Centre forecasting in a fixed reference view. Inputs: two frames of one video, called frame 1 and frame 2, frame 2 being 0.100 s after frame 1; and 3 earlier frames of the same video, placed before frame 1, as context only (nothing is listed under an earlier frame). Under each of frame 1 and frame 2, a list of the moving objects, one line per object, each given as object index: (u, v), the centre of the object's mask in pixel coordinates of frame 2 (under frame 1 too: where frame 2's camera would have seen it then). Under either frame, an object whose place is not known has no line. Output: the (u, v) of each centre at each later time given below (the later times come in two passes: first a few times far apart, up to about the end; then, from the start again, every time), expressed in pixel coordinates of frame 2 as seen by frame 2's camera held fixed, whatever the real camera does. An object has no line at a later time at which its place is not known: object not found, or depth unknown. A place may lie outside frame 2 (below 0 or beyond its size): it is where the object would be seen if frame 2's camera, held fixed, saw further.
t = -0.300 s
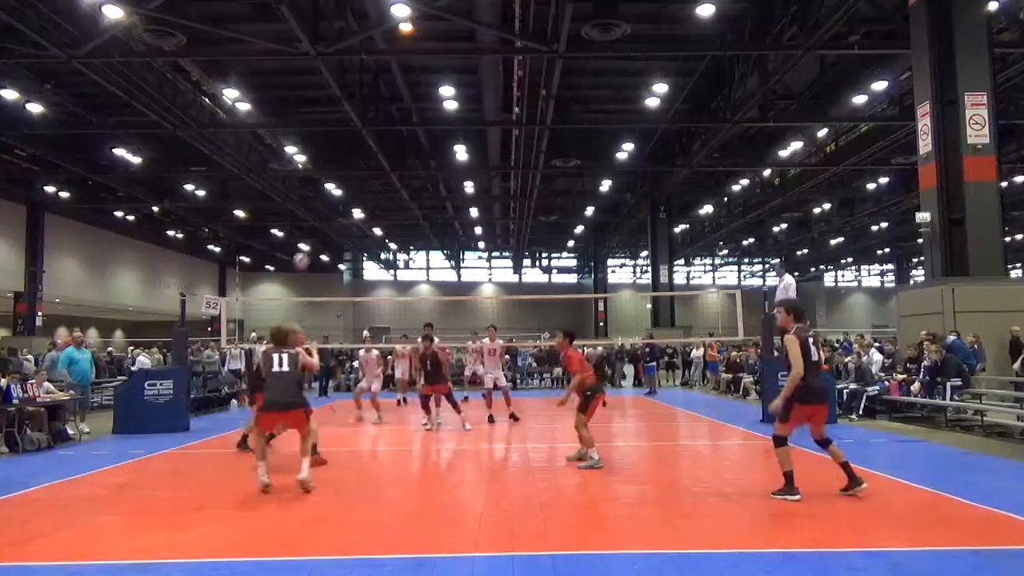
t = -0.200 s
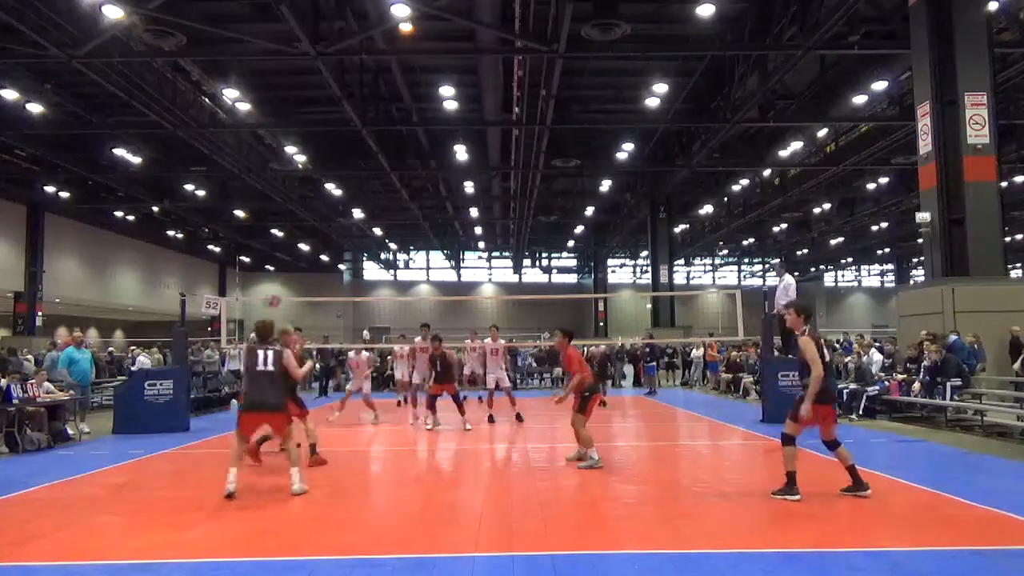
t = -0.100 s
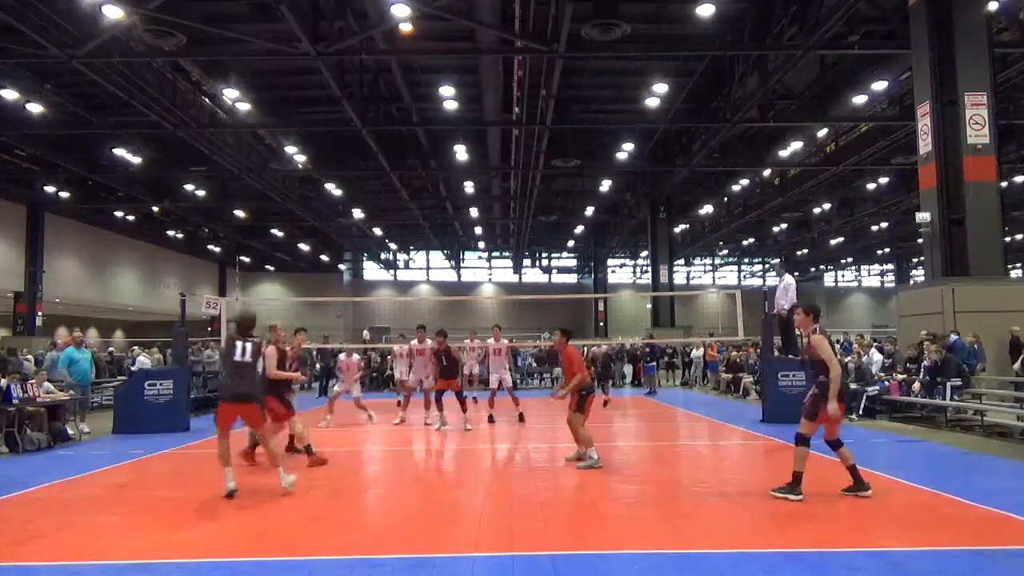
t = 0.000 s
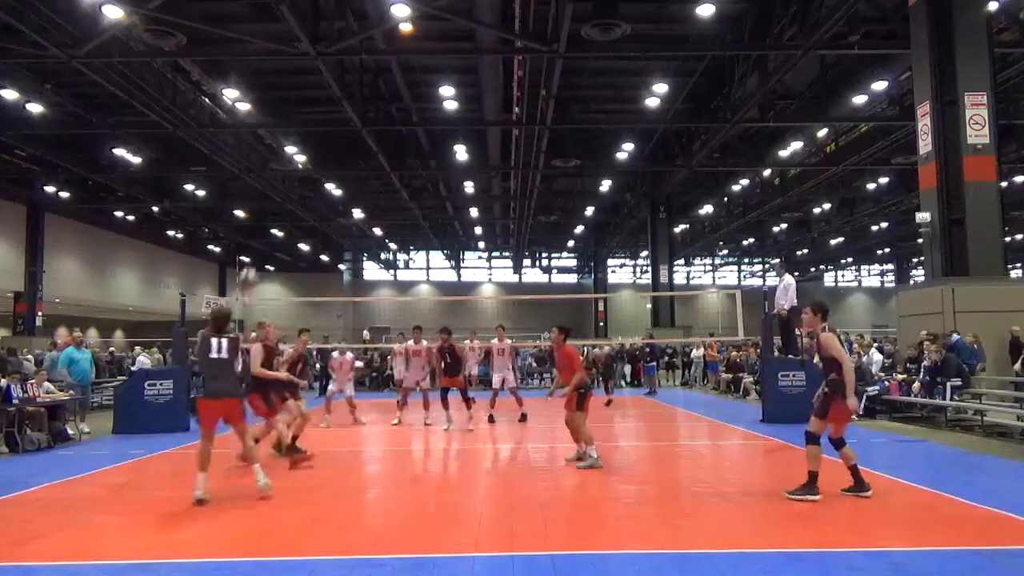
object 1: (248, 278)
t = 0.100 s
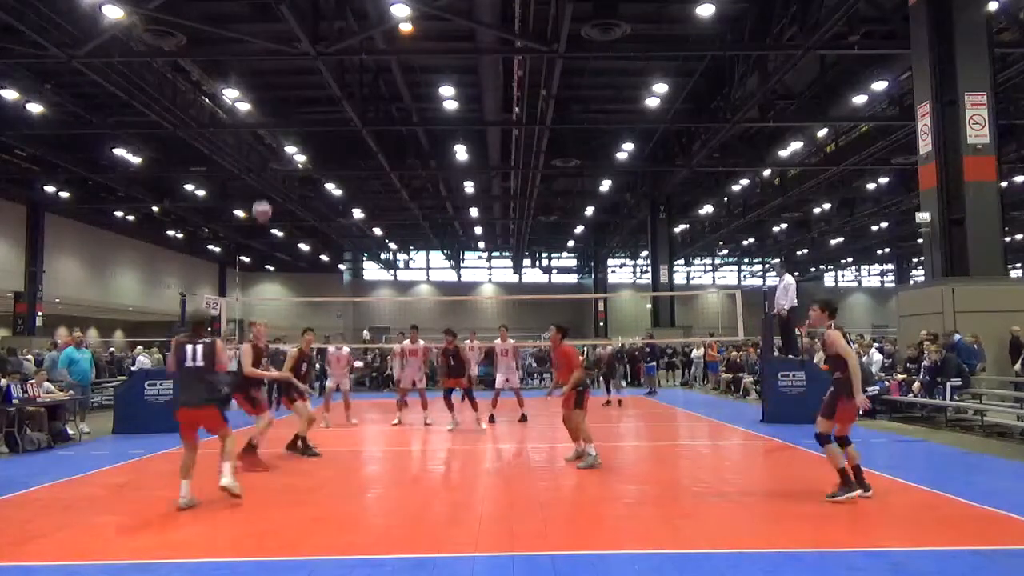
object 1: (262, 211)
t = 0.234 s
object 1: (277, 142)
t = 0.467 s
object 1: (302, 71)
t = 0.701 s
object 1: (323, 48)
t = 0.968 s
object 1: (343, 68)
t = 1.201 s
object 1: (358, 120)
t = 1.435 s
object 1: (371, 200)
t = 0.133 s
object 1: (265, 192)
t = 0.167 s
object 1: (269, 174)
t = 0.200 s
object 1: (273, 158)
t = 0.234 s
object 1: (277, 142)
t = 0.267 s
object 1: (281, 129)
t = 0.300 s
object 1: (285, 117)
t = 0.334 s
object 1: (288, 104)
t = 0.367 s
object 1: (291, 95)
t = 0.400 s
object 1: (295, 86)
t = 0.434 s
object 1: (298, 78)
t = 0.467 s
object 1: (302, 71)
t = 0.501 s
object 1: (305, 65)
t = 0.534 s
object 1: (308, 60)
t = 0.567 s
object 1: (311, 55)
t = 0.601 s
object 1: (314, 53)
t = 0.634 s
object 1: (317, 50)
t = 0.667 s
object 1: (320, 48)
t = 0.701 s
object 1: (323, 48)
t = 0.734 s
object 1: (325, 47)
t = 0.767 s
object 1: (328, 49)
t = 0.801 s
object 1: (331, 50)
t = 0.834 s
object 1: (333, 52)
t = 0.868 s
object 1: (336, 55)
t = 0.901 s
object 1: (338, 58)
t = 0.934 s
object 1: (340, 63)
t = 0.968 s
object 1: (343, 68)
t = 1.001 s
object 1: (345, 73)
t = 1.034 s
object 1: (347, 79)
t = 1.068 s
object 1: (350, 87)
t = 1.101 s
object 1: (352, 94)
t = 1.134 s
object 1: (354, 103)
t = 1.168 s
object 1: (356, 111)
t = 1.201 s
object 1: (358, 120)
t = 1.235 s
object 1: (360, 130)
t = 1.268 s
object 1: (362, 141)
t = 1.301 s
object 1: (364, 151)
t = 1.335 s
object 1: (366, 163)
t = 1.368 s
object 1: (367, 175)
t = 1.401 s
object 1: (369, 188)
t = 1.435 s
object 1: (371, 200)
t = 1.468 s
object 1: (373, 214)
